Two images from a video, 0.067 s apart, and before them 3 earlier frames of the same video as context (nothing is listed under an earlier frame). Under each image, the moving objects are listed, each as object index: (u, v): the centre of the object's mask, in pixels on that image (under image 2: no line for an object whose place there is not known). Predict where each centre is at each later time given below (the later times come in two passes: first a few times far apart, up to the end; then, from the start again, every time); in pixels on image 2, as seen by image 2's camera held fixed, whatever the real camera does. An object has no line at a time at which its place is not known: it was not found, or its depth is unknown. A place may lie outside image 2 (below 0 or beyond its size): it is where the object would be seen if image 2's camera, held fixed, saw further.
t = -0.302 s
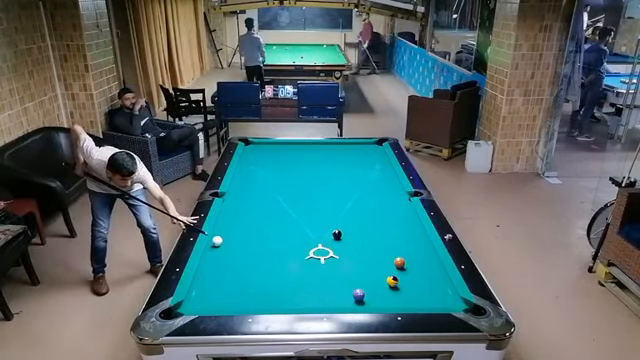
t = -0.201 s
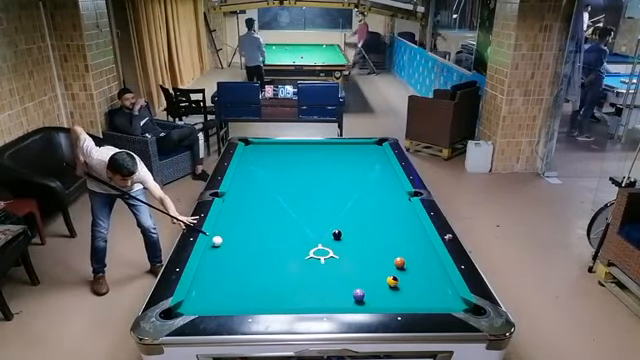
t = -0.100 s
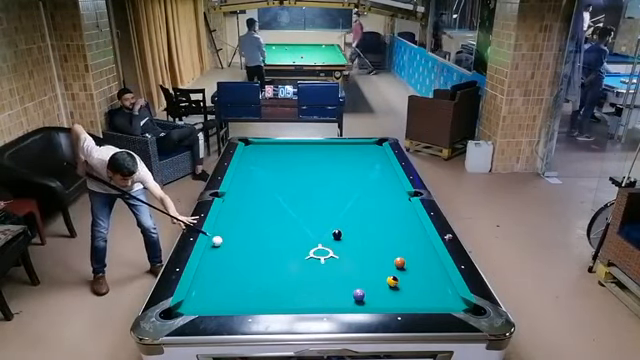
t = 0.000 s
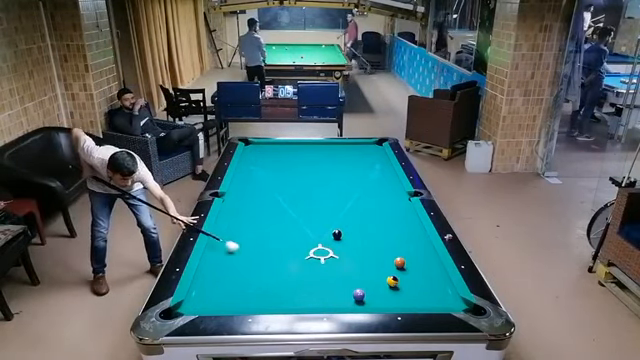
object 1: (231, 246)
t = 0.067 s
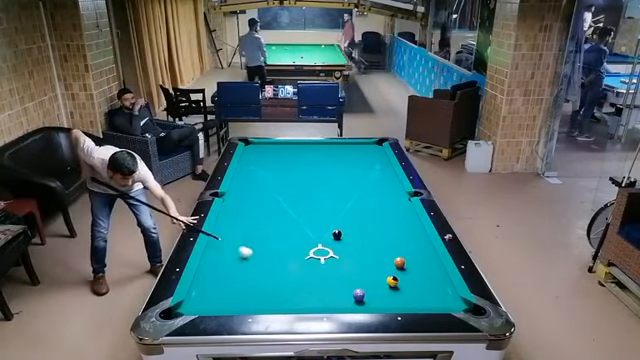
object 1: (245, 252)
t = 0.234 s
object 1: (280, 266)
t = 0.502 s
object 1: (346, 294)
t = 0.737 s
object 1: (351, 300)
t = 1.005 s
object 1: (355, 288)
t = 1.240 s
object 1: (358, 276)
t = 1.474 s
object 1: (360, 268)
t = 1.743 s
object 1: (363, 259)
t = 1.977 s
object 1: (365, 252)
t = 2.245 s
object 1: (367, 245)
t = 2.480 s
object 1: (369, 240)
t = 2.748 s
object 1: (370, 234)
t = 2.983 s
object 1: (371, 230)
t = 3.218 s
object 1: (373, 226)
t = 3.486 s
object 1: (374, 223)
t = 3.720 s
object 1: (375, 220)
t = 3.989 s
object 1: (376, 217)
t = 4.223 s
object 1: (377, 215)
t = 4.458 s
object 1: (377, 213)
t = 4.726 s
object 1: (378, 212)
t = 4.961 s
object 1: (378, 211)
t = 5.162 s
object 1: (378, 210)
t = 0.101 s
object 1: (252, 255)
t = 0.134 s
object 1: (259, 258)
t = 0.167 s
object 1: (266, 260)
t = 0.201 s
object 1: (273, 264)
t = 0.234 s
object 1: (280, 266)
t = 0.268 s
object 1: (288, 270)
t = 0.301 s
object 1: (295, 272)
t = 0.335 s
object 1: (303, 276)
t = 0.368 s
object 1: (311, 279)
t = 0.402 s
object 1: (319, 282)
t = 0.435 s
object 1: (328, 286)
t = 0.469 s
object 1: (336, 289)
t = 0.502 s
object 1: (346, 294)
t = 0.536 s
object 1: (346, 297)
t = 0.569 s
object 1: (347, 299)
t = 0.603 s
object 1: (348, 301)
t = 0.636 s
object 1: (350, 302)
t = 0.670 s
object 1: (350, 302)
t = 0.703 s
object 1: (351, 301)
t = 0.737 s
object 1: (351, 300)
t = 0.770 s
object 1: (352, 299)
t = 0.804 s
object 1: (352, 297)
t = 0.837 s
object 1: (353, 295)
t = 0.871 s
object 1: (353, 294)
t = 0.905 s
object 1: (353, 292)
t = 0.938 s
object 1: (354, 291)
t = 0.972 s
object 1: (354, 289)
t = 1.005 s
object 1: (355, 288)
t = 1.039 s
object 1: (355, 286)
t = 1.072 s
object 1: (356, 285)
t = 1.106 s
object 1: (357, 282)
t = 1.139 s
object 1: (357, 281)
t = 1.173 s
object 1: (357, 279)
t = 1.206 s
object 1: (358, 278)
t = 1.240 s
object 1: (358, 276)
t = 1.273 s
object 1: (358, 275)
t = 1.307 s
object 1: (359, 274)
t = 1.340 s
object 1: (359, 273)
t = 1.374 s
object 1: (359, 271)
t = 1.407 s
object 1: (360, 270)
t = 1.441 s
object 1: (360, 269)
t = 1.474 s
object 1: (360, 268)
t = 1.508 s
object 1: (360, 267)
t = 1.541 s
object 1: (361, 265)
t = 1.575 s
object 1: (361, 264)
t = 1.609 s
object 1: (362, 263)
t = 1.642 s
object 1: (362, 262)
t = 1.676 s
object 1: (362, 261)
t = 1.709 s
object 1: (363, 260)
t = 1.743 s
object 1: (363, 259)
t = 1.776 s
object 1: (363, 258)
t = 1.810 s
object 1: (363, 257)
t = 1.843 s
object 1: (364, 256)
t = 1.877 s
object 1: (364, 255)
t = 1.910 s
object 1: (364, 254)
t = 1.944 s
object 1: (364, 253)
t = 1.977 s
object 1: (365, 252)
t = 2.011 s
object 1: (365, 251)
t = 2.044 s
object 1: (365, 250)
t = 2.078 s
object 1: (366, 249)
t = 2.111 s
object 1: (366, 248)
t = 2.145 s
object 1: (366, 248)
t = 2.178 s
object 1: (366, 247)
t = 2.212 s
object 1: (366, 246)
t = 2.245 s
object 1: (367, 245)
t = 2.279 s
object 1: (367, 244)
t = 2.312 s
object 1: (367, 244)
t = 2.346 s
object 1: (367, 243)
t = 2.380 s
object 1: (368, 242)
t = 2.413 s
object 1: (368, 241)
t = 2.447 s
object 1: (368, 241)
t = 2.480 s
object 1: (369, 240)
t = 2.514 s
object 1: (369, 239)
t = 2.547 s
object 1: (369, 239)
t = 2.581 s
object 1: (369, 238)
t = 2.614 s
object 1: (369, 237)
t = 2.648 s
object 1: (370, 236)
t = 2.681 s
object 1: (370, 236)
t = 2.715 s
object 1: (370, 235)
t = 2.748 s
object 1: (370, 234)
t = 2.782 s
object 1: (370, 234)
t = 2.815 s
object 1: (371, 233)
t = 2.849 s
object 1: (371, 233)
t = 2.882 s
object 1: (371, 232)
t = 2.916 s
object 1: (371, 231)
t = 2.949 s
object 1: (371, 230)
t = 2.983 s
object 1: (371, 230)
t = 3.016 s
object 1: (371, 229)
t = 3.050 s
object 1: (371, 229)
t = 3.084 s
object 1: (372, 228)
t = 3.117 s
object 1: (372, 228)
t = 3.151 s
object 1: (372, 227)
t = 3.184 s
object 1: (372, 227)
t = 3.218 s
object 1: (373, 226)
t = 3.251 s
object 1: (373, 226)
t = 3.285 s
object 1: (373, 225)
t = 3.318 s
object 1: (373, 225)
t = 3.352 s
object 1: (373, 224)
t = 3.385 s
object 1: (373, 224)
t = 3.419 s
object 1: (374, 223)
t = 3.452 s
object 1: (374, 223)
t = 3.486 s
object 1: (374, 223)
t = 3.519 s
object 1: (374, 222)
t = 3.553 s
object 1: (374, 222)
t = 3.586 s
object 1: (375, 221)
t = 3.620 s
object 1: (375, 221)
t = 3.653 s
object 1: (375, 220)
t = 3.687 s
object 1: (375, 220)
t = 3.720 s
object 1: (375, 220)
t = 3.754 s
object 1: (375, 220)
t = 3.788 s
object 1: (376, 219)
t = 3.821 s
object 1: (376, 219)
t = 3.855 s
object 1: (376, 218)
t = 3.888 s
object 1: (376, 218)
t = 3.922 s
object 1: (376, 218)
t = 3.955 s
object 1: (376, 217)
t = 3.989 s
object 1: (376, 217)
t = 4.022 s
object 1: (376, 217)
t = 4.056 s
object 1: (376, 216)
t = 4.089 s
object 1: (377, 216)
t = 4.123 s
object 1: (377, 216)
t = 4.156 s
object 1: (377, 216)
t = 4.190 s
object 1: (377, 215)
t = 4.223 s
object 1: (377, 215)
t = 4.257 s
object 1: (377, 215)
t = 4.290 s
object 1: (377, 215)
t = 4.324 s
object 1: (377, 214)
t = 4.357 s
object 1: (377, 214)
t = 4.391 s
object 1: (377, 214)
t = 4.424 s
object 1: (377, 214)
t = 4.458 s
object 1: (377, 213)
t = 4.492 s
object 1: (377, 213)
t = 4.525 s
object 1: (377, 213)
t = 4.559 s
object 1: (377, 213)
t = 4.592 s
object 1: (377, 213)
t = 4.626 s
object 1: (378, 212)
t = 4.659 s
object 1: (378, 212)
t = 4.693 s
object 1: (378, 212)
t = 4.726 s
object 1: (378, 212)
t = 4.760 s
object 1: (378, 212)
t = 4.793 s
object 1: (378, 211)
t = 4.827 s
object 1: (378, 211)
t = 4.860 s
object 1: (378, 211)
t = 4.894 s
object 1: (378, 211)
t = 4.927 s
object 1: (378, 211)
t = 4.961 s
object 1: (378, 211)
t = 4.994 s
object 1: (378, 211)
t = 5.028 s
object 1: (378, 211)
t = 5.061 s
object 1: (378, 211)
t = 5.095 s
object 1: (378, 211)
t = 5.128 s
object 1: (378, 210)
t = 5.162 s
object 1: (378, 210)
